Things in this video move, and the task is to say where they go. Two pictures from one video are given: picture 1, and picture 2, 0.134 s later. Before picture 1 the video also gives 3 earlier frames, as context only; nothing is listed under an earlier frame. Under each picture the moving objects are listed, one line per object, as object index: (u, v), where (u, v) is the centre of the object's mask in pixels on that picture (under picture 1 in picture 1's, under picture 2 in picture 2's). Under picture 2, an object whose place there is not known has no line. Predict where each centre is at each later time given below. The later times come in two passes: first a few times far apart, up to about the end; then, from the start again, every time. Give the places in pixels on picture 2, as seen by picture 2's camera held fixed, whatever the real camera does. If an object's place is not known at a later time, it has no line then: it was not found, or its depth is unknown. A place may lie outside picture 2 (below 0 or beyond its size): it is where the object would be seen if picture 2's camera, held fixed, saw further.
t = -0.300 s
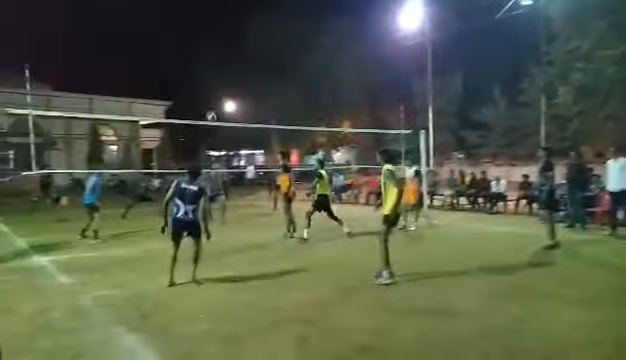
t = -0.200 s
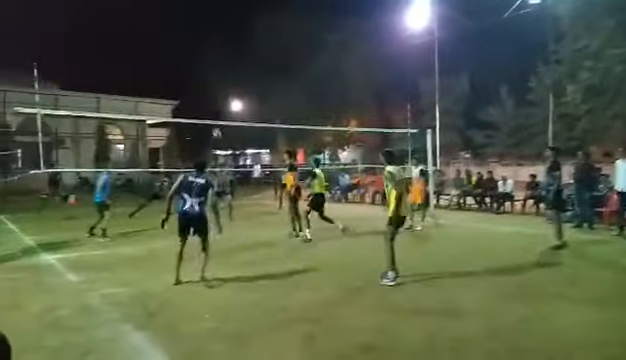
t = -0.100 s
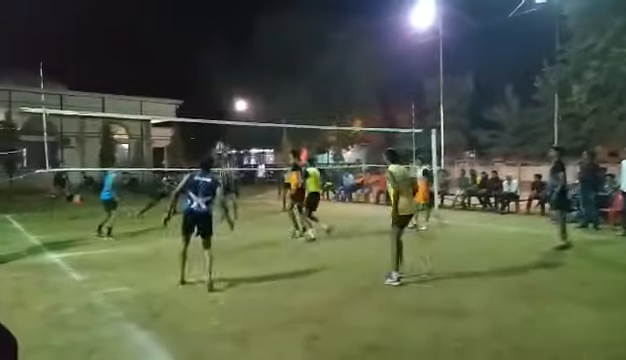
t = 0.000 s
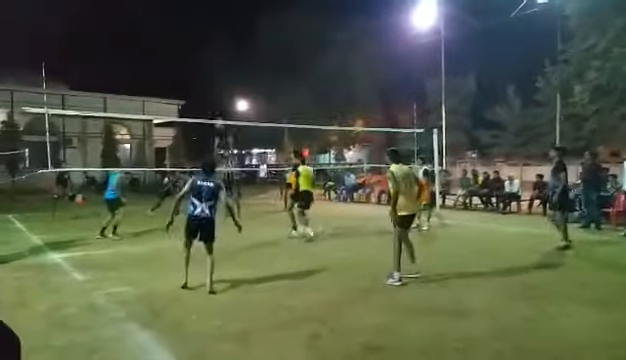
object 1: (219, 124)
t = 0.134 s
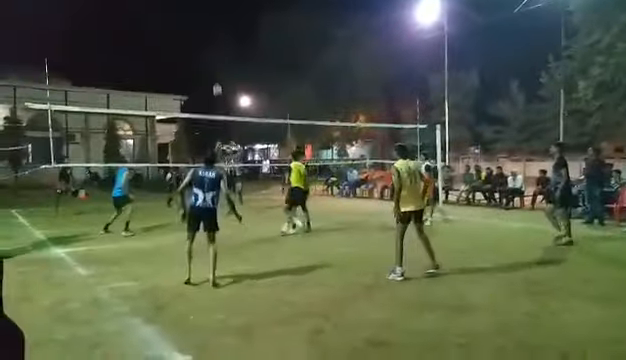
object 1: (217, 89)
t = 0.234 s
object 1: (213, 73)
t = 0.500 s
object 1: (208, 44)
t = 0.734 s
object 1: (202, 43)
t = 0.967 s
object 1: (197, 64)
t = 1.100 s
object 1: (195, 90)
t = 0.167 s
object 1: (216, 84)
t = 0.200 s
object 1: (214, 78)
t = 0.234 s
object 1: (213, 73)
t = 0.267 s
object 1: (213, 68)
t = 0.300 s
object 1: (212, 66)
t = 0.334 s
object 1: (211, 59)
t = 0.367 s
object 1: (210, 56)
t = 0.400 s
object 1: (209, 53)
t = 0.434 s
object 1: (209, 50)
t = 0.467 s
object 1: (209, 47)
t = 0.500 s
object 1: (208, 44)
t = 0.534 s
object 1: (207, 43)
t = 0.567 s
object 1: (206, 42)
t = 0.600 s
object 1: (205, 41)
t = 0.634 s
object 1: (204, 41)
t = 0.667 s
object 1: (204, 40)
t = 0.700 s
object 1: (203, 42)
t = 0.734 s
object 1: (202, 43)
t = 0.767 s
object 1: (202, 44)
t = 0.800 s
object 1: (202, 46)
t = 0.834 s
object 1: (201, 48)
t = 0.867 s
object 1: (200, 51)
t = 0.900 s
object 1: (199, 56)
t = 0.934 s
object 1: (198, 60)
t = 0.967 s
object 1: (197, 64)
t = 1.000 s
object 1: (197, 70)
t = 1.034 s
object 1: (196, 76)
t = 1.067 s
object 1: (196, 82)
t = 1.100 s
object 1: (195, 90)
